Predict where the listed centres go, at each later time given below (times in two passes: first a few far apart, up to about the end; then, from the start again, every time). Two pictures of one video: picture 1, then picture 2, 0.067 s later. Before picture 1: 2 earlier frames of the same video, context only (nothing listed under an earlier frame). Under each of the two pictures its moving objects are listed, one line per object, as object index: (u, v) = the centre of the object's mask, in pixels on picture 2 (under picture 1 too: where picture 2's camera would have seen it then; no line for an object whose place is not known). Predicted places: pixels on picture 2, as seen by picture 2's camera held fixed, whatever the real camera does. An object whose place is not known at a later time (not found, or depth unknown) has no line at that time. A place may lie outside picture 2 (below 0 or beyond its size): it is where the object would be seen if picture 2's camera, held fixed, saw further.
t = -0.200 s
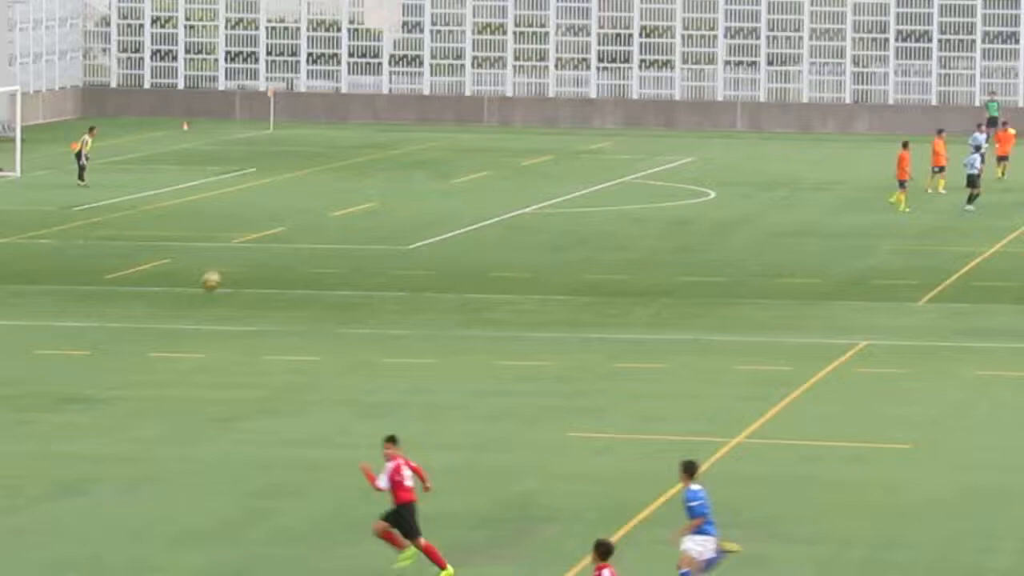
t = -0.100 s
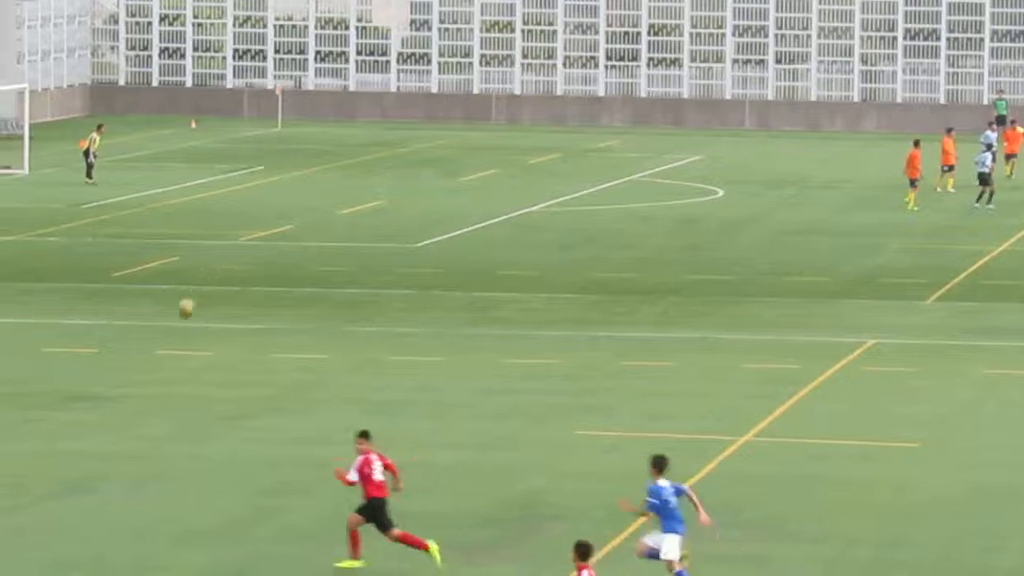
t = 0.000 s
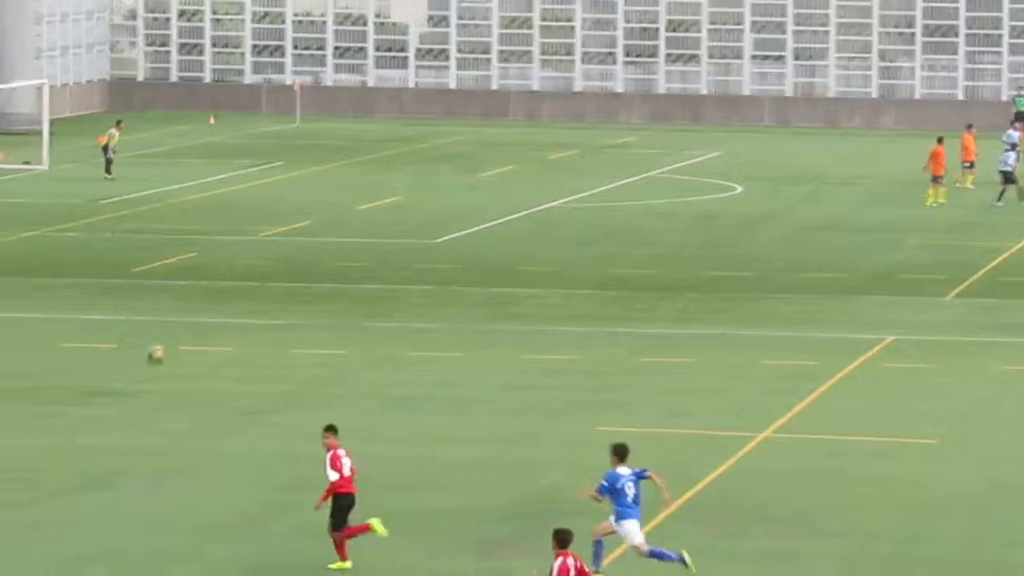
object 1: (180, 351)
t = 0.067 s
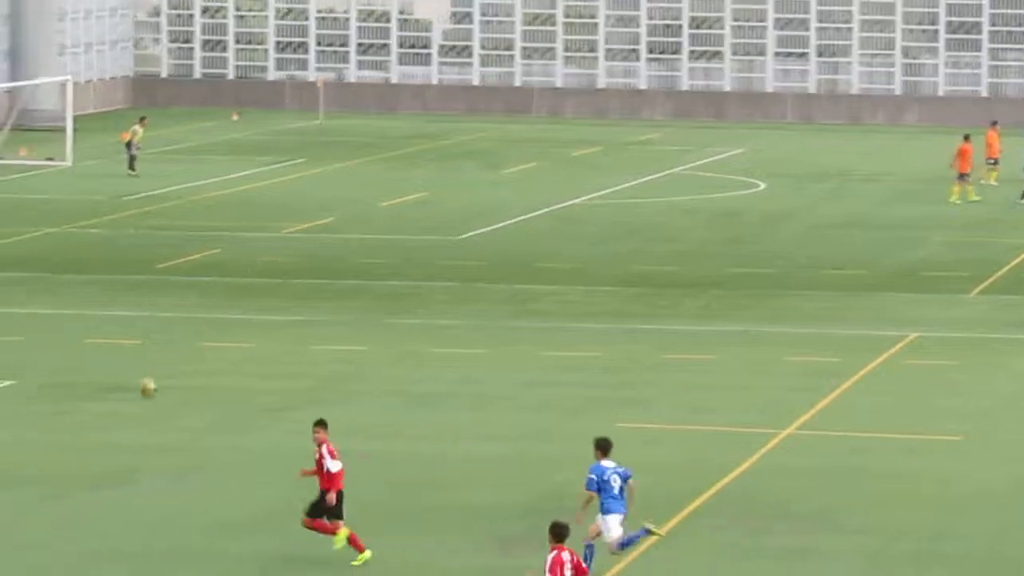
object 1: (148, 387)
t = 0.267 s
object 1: (53, 521)
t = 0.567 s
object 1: (-99, 413)
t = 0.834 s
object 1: (-237, 363)
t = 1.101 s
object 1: (-375, 372)
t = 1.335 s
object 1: (-498, 428)
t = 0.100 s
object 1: (133, 408)
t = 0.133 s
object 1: (117, 428)
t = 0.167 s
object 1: (101, 451)
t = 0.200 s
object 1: (85, 474)
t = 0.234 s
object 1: (69, 498)
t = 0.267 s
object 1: (53, 521)
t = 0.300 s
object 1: (36, 523)
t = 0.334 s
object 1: (20, 507)
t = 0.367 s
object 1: (3, 491)
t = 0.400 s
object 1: (-12, 475)
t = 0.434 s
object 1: (-29, 460)
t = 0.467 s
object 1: (-47, 448)
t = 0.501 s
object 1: (-64, 436)
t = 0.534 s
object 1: (-81, 424)
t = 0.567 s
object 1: (-99, 413)
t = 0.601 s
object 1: (-116, 403)
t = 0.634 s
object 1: (-133, 395)
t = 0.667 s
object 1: (-152, 388)
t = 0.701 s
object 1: (-169, 381)
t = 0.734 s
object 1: (-187, 375)
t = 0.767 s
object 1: (-204, 370)
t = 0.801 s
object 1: (-221, 366)
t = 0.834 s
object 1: (-237, 363)
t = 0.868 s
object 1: (-253, 360)
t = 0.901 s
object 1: (-269, 359)
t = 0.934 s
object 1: (-286, 359)
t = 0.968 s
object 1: (-303, 360)
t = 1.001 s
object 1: (-321, 361)
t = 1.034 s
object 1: (-340, 364)
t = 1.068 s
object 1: (-357, 368)
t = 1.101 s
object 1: (-375, 372)
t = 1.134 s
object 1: (-393, 377)
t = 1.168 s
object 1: (-410, 383)
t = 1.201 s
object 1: (-427, 390)
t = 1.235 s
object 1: (-445, 398)
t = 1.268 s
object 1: (-463, 408)
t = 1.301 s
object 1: (-481, 418)
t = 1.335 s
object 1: (-498, 428)
